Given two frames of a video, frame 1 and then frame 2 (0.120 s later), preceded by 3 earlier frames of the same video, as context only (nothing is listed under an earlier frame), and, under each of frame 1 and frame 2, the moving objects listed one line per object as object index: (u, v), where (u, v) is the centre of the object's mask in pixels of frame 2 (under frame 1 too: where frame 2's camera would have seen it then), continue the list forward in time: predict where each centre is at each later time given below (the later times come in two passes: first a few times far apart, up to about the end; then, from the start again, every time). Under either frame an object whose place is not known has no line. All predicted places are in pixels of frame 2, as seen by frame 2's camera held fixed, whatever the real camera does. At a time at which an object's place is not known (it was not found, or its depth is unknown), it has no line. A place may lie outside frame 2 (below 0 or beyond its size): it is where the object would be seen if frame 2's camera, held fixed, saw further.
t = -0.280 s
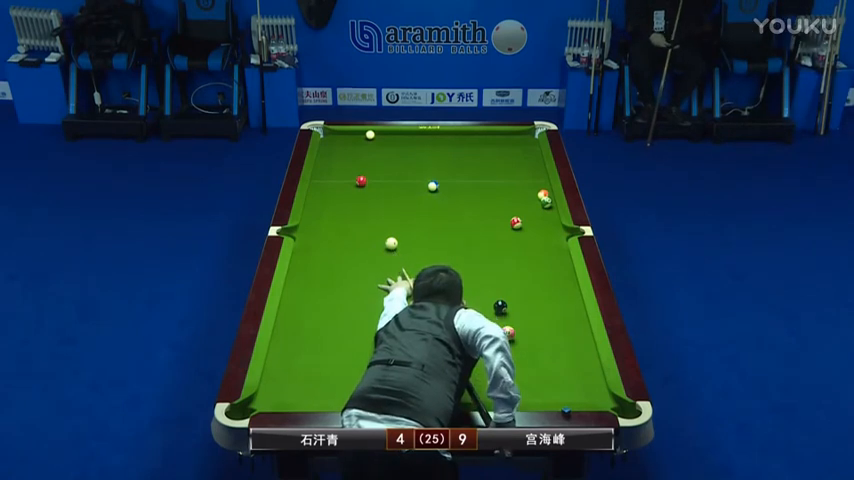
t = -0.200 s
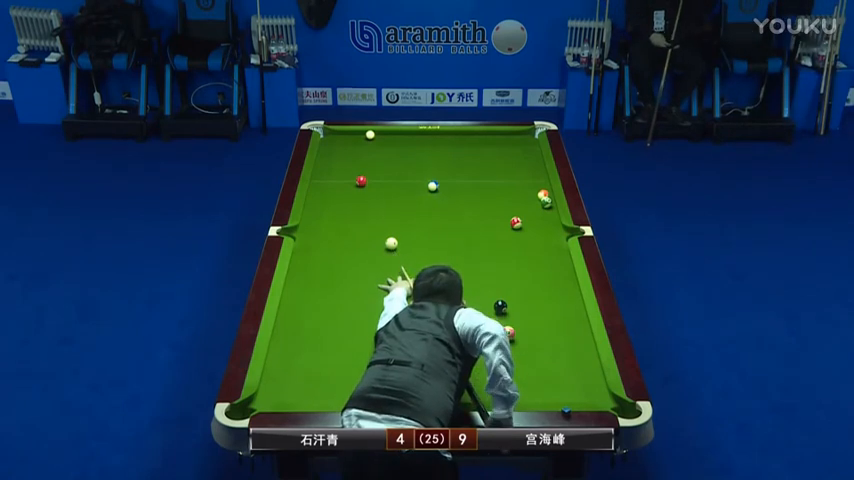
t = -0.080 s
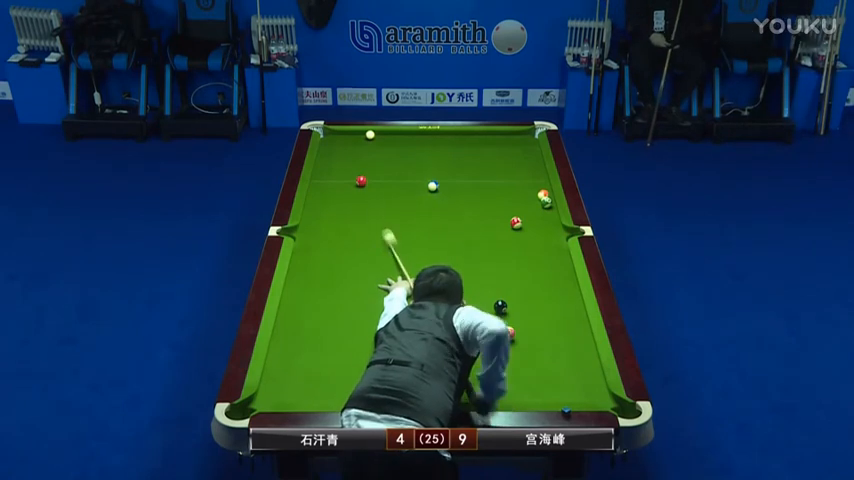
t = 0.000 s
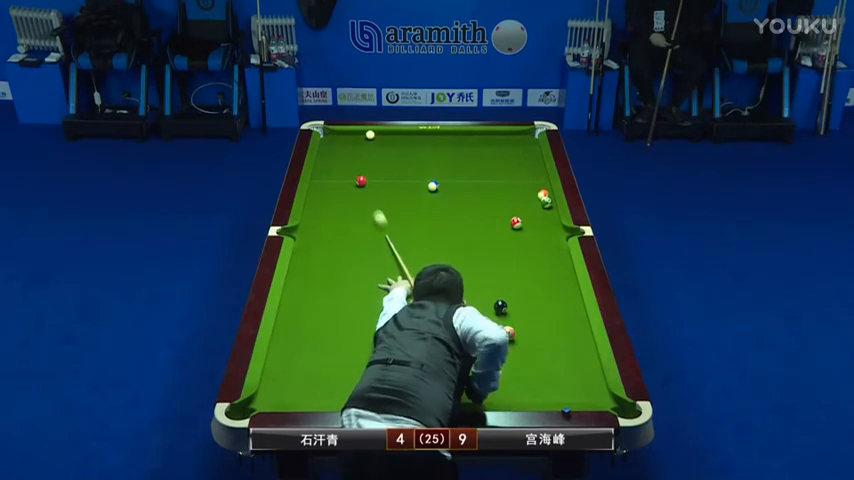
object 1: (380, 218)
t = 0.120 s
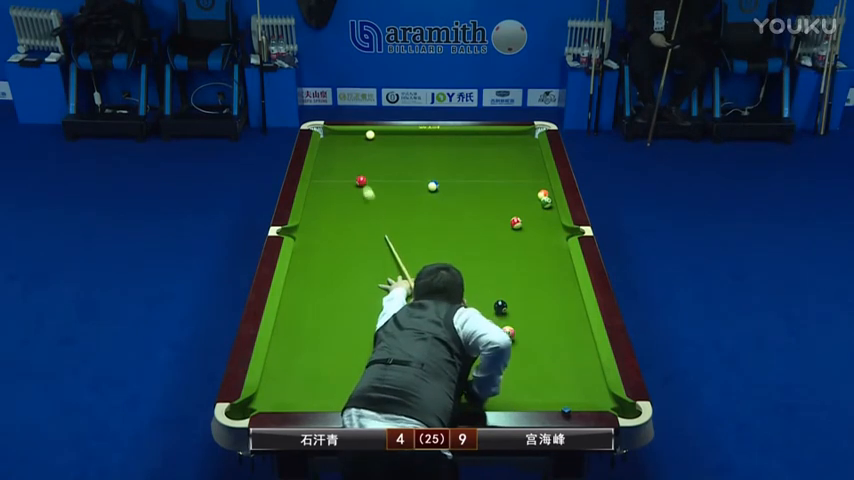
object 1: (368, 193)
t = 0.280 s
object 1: (368, 185)
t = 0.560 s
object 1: (376, 190)
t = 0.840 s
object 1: (385, 196)
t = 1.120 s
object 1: (393, 201)
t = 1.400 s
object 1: (400, 206)
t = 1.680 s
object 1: (407, 210)
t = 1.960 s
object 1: (413, 214)
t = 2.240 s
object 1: (418, 218)
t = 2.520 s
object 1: (423, 221)
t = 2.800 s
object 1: (427, 224)
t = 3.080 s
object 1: (431, 226)
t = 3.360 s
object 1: (433, 228)
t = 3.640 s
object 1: (435, 229)
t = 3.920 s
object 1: (436, 230)
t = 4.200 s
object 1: (436, 231)
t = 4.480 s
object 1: (436, 231)
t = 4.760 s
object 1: (436, 231)
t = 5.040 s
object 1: (436, 230)
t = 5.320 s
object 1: (436, 231)
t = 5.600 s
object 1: (436, 231)
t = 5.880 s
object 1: (436, 231)
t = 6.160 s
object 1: (436, 231)
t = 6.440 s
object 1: (436, 231)
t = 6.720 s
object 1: (436, 231)
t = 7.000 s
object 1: (436, 231)
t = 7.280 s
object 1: (436, 231)
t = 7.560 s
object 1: (436, 231)
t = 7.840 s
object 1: (436, 231)
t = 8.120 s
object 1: (436, 231)
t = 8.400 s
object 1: (436, 231)
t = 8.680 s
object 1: (436, 231)
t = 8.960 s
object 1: (436, 231)
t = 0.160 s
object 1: (365, 186)
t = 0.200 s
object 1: (365, 185)
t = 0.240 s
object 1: (366, 185)
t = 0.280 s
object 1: (368, 185)
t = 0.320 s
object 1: (369, 185)
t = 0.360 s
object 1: (370, 186)
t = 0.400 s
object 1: (371, 187)
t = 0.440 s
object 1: (373, 188)
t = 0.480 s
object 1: (374, 189)
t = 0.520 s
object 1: (375, 190)
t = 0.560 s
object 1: (376, 190)
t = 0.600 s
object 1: (378, 191)
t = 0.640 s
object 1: (379, 192)
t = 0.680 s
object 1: (380, 193)
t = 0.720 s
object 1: (381, 193)
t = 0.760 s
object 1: (383, 194)
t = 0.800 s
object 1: (384, 195)
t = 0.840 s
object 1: (385, 196)
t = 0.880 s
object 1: (386, 197)
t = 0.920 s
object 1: (387, 197)
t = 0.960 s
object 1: (389, 198)
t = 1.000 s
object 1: (390, 199)
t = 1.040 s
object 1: (391, 199)
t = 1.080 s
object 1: (392, 200)
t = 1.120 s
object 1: (393, 201)
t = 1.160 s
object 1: (394, 202)
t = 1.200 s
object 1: (395, 202)
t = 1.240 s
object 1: (396, 203)
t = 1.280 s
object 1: (397, 204)
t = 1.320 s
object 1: (398, 204)
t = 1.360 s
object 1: (399, 205)
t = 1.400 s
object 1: (400, 206)
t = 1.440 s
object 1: (401, 206)
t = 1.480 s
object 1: (402, 207)
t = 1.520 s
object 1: (403, 207)
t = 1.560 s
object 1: (404, 208)
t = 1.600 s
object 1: (405, 209)
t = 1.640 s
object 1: (406, 209)
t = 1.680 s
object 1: (407, 210)
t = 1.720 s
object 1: (408, 211)
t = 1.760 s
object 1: (409, 211)
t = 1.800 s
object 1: (410, 212)
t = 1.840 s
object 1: (411, 212)
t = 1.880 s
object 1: (411, 213)
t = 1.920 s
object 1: (412, 214)
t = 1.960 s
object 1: (413, 214)
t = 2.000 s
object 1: (414, 215)
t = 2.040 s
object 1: (415, 215)
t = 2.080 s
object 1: (416, 216)
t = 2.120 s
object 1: (416, 216)
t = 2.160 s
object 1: (417, 217)
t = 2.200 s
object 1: (418, 217)
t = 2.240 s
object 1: (418, 218)
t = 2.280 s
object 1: (419, 218)
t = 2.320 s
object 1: (420, 219)
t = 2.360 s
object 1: (421, 219)
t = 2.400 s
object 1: (421, 220)
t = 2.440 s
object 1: (422, 220)
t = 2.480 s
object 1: (422, 220)
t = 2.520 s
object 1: (423, 221)
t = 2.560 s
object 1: (424, 221)
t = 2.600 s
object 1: (424, 222)
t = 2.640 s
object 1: (425, 222)
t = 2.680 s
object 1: (426, 223)
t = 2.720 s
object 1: (426, 223)
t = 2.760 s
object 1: (427, 223)
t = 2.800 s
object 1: (427, 224)
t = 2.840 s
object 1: (428, 224)
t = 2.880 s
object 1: (428, 225)
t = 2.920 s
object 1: (429, 225)
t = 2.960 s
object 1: (429, 225)
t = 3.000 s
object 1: (430, 226)
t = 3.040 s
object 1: (430, 226)
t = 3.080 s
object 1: (431, 226)
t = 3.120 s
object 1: (431, 226)
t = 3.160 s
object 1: (431, 227)
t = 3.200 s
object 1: (432, 227)
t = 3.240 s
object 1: (432, 227)
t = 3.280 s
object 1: (433, 227)
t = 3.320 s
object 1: (433, 228)
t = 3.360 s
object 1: (433, 228)
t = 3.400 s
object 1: (434, 228)
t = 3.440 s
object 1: (434, 228)
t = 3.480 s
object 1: (434, 229)
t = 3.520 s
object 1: (434, 229)
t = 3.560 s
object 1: (435, 229)
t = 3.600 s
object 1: (435, 229)
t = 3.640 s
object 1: (435, 229)
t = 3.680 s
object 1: (435, 229)
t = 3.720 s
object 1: (435, 230)
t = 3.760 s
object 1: (436, 230)
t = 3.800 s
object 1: (436, 230)
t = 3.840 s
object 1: (436, 230)
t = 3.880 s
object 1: (436, 230)
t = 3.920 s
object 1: (436, 230)
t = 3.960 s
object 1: (436, 230)
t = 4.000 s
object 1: (436, 230)
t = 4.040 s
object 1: (436, 230)
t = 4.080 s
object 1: (436, 231)
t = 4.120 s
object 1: (436, 231)
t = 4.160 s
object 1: (436, 231)
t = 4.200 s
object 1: (436, 231)
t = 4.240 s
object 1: (436, 231)
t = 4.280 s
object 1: (436, 231)
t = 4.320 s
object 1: (436, 231)
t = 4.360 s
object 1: (436, 231)
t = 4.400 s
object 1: (436, 231)
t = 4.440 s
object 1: (436, 231)
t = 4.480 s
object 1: (436, 231)
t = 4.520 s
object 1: (436, 231)
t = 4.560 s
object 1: (436, 231)
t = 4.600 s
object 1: (436, 231)
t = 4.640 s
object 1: (436, 231)
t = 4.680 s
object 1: (436, 231)
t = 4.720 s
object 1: (436, 231)
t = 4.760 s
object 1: (436, 231)
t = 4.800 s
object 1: (436, 231)
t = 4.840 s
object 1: (436, 230)
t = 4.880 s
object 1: (436, 231)
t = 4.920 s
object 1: (436, 231)
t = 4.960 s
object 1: (436, 231)
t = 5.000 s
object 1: (436, 231)
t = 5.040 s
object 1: (436, 230)
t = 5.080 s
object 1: (436, 230)
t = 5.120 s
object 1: (436, 231)
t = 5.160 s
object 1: (436, 231)
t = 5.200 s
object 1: (436, 231)
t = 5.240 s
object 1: (436, 230)
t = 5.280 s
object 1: (436, 231)
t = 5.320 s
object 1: (436, 231)
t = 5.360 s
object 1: (436, 231)
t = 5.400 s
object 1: (436, 231)
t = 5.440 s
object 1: (436, 231)
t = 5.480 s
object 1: (436, 231)
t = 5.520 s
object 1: (436, 231)
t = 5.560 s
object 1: (436, 231)
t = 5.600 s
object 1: (436, 231)
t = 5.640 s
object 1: (436, 231)
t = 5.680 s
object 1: (436, 231)
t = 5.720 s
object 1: (436, 231)
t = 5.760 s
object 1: (436, 231)
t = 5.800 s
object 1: (436, 231)
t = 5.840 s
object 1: (436, 231)
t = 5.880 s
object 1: (436, 231)
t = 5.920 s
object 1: (436, 231)
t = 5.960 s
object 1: (436, 231)
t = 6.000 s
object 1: (436, 231)
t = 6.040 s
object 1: (436, 231)
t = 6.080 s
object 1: (436, 231)
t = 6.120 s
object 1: (436, 231)
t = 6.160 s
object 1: (436, 231)
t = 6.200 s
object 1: (436, 231)
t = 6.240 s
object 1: (436, 231)
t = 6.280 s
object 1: (436, 231)
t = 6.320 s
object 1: (436, 231)
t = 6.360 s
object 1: (436, 231)
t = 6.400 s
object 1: (436, 231)
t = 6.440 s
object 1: (436, 231)
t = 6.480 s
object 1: (436, 231)
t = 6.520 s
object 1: (436, 231)
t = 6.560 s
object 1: (436, 231)
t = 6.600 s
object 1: (436, 231)
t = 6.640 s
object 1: (436, 231)
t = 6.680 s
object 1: (436, 231)
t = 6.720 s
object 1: (436, 231)
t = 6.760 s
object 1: (436, 231)
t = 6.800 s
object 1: (436, 231)
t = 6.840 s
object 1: (436, 231)
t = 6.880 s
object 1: (436, 231)
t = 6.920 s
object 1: (436, 231)
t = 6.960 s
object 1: (436, 231)
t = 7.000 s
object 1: (436, 231)
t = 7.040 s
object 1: (436, 231)
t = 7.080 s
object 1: (436, 231)
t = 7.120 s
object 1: (436, 231)
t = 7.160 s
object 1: (436, 231)
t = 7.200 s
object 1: (436, 231)
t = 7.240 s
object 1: (436, 231)
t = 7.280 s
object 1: (436, 231)
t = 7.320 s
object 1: (436, 231)
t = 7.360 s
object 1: (436, 231)
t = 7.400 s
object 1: (436, 231)
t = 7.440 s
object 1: (436, 231)
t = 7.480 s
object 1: (436, 231)
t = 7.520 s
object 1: (436, 231)
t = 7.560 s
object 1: (436, 231)
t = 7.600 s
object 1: (436, 231)
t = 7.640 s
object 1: (436, 231)
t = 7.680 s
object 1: (436, 231)
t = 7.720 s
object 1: (436, 231)
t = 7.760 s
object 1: (436, 231)
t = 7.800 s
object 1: (436, 231)
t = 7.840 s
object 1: (436, 231)
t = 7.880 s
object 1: (436, 231)
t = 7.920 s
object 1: (436, 231)
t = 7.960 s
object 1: (436, 231)
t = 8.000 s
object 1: (436, 231)
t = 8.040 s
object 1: (436, 231)
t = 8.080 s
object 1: (436, 231)
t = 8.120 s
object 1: (436, 231)
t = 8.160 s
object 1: (436, 231)
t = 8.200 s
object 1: (436, 231)
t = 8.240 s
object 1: (436, 231)
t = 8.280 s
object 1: (436, 231)
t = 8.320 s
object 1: (436, 231)
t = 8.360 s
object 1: (436, 231)
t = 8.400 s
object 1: (436, 231)
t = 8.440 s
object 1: (436, 231)
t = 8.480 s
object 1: (436, 231)
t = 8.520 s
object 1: (436, 231)
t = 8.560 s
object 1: (436, 231)
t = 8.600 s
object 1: (436, 231)
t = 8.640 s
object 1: (436, 231)
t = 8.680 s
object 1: (436, 231)
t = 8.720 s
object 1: (436, 231)
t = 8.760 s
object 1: (436, 231)
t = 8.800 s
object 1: (436, 231)
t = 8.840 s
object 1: (436, 231)
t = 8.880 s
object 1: (436, 231)
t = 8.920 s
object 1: (436, 231)
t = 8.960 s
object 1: (436, 231)
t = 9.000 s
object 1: (436, 231)
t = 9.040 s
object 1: (436, 231)
